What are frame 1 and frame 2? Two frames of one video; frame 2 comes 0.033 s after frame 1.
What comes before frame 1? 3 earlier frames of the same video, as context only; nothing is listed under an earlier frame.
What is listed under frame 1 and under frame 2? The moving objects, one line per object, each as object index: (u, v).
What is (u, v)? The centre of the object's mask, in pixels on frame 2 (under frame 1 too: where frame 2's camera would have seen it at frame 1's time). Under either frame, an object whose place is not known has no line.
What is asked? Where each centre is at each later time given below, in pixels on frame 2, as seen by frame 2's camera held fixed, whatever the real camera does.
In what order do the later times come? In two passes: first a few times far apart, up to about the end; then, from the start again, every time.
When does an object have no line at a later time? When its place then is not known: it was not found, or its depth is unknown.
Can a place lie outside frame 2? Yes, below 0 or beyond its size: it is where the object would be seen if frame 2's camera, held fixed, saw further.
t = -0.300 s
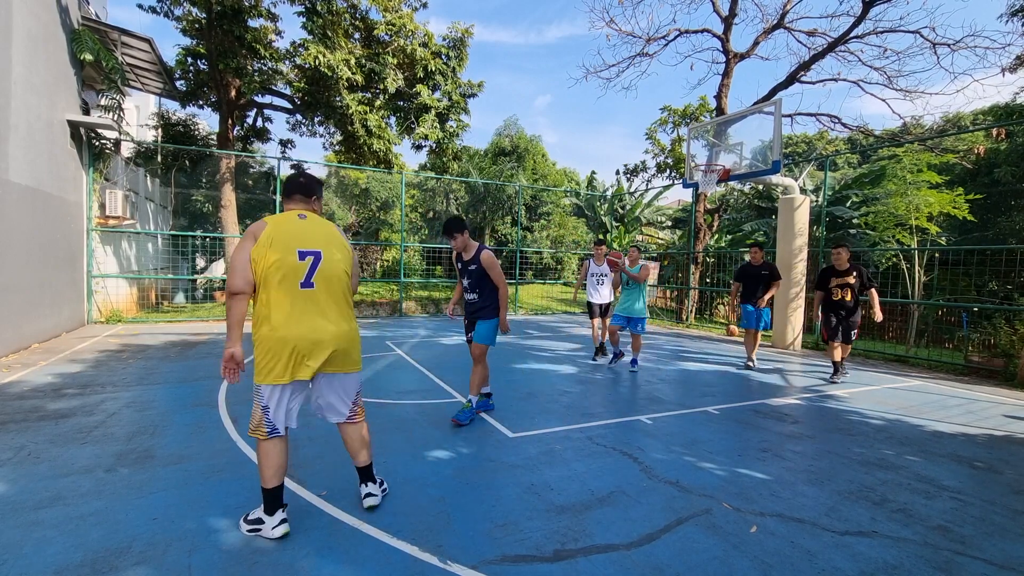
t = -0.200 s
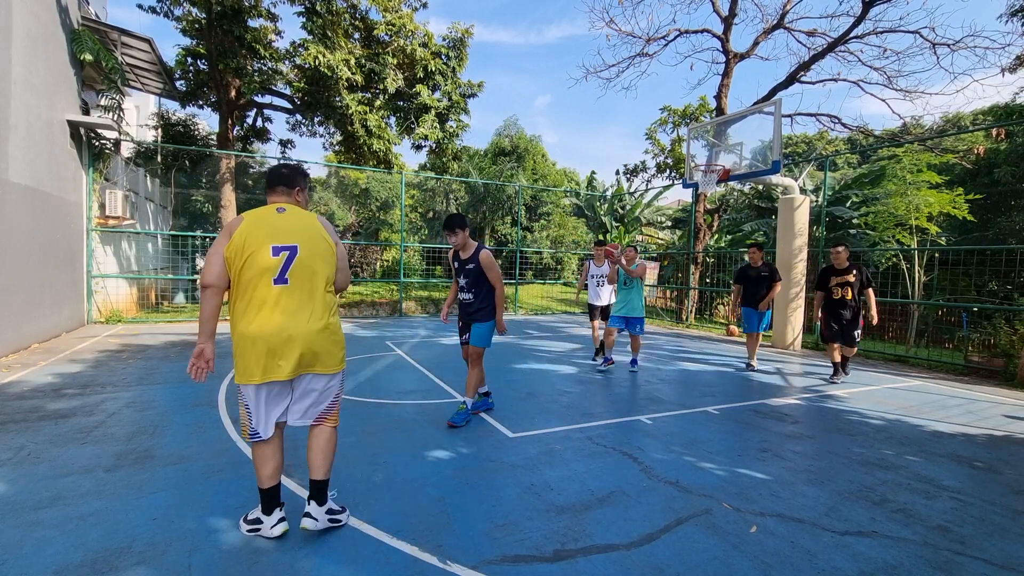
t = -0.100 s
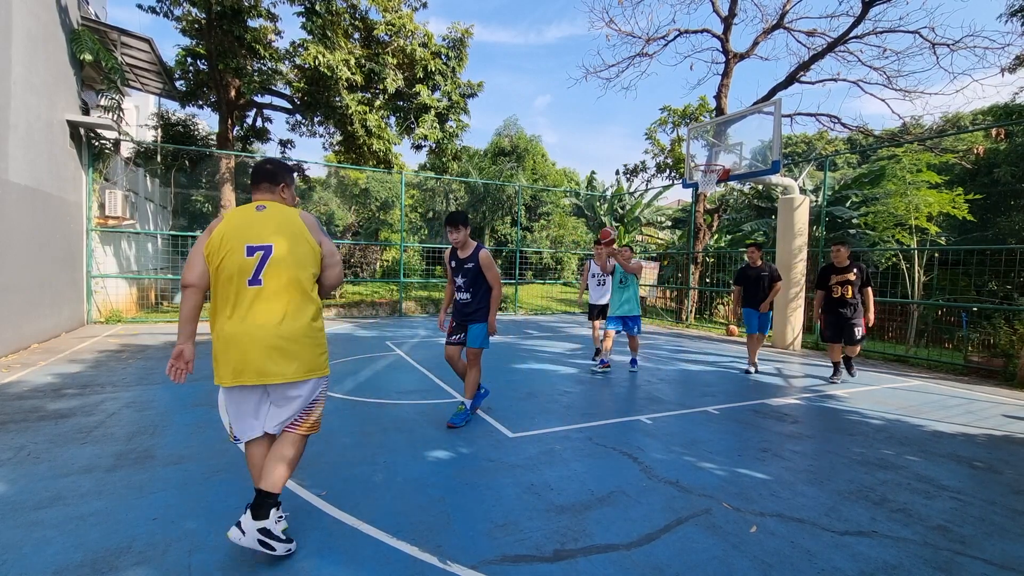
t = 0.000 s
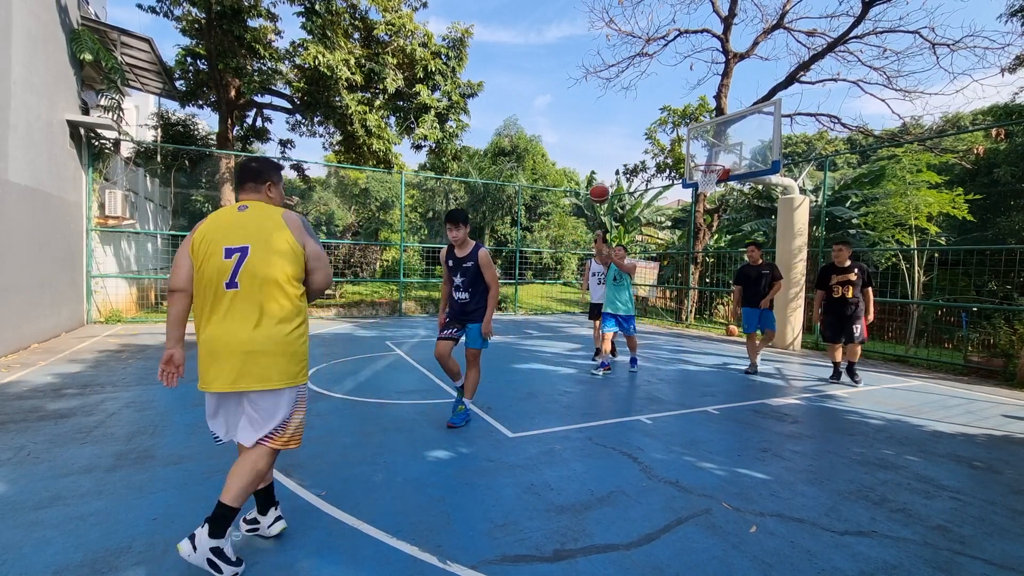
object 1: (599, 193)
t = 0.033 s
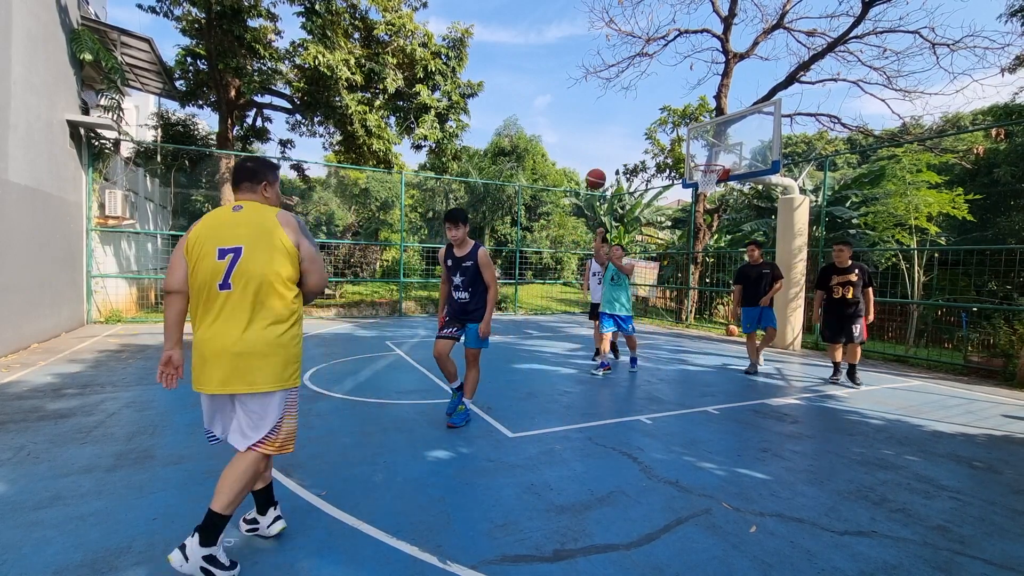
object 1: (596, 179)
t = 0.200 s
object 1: (573, 112)
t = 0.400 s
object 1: (537, 45)
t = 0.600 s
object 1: (481, 11)
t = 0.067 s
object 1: (592, 165)
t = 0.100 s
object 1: (587, 151)
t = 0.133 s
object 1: (583, 137)
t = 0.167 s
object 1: (578, 125)
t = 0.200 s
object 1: (573, 112)
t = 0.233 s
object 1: (568, 100)
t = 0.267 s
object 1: (563, 88)
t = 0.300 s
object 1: (556, 76)
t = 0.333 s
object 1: (550, 65)
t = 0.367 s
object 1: (544, 55)
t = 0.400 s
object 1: (537, 45)
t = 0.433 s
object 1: (529, 36)
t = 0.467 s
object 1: (521, 27)
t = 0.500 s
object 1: (512, 20)
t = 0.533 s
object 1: (502, 15)
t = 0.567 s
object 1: (492, 12)
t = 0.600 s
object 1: (481, 11)
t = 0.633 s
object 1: (469, 10)
